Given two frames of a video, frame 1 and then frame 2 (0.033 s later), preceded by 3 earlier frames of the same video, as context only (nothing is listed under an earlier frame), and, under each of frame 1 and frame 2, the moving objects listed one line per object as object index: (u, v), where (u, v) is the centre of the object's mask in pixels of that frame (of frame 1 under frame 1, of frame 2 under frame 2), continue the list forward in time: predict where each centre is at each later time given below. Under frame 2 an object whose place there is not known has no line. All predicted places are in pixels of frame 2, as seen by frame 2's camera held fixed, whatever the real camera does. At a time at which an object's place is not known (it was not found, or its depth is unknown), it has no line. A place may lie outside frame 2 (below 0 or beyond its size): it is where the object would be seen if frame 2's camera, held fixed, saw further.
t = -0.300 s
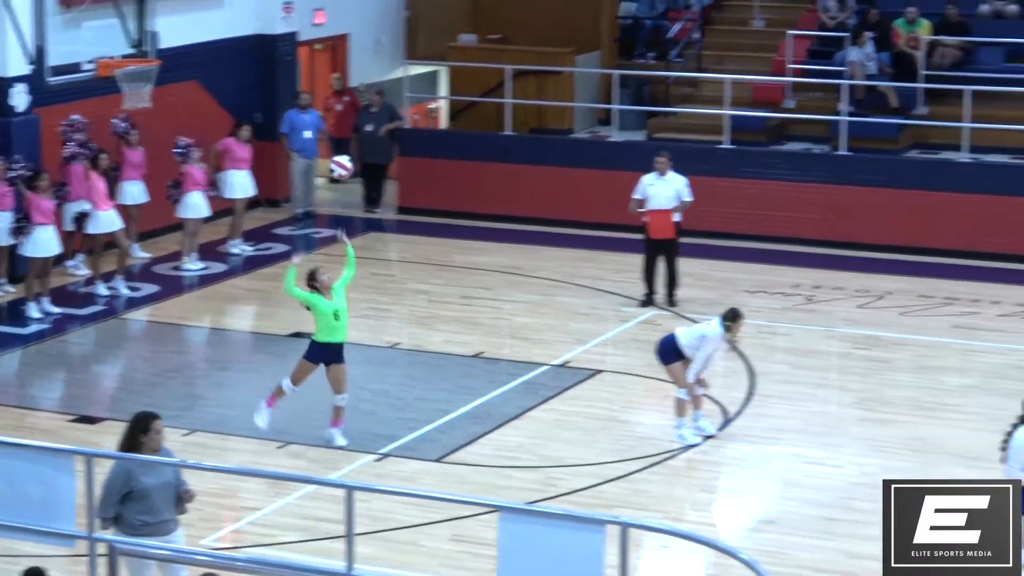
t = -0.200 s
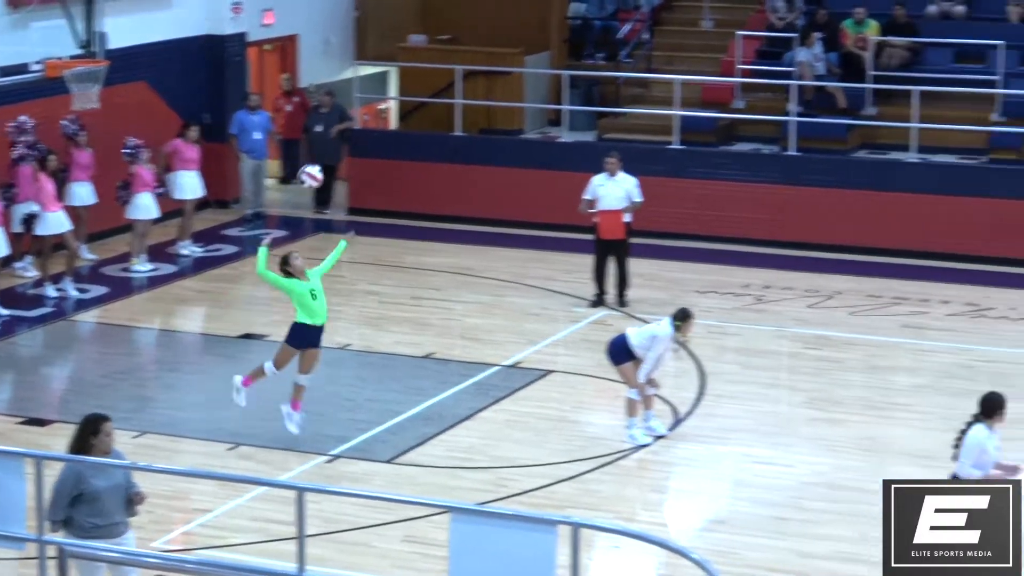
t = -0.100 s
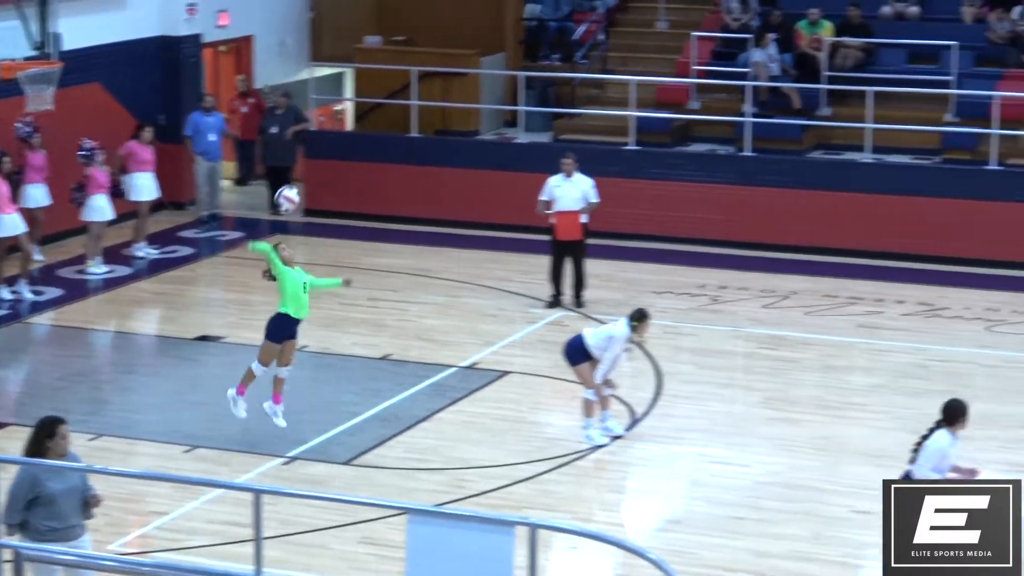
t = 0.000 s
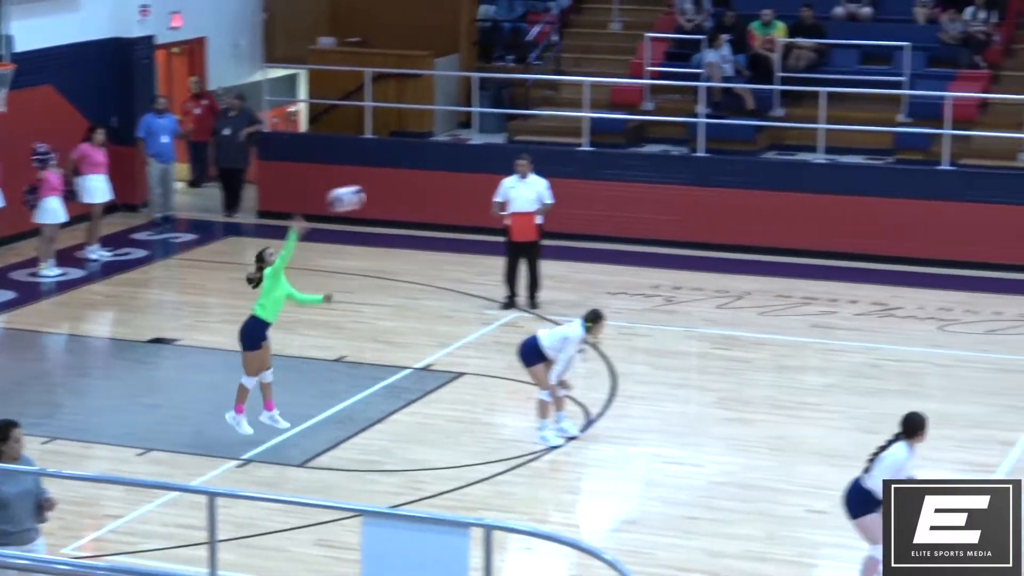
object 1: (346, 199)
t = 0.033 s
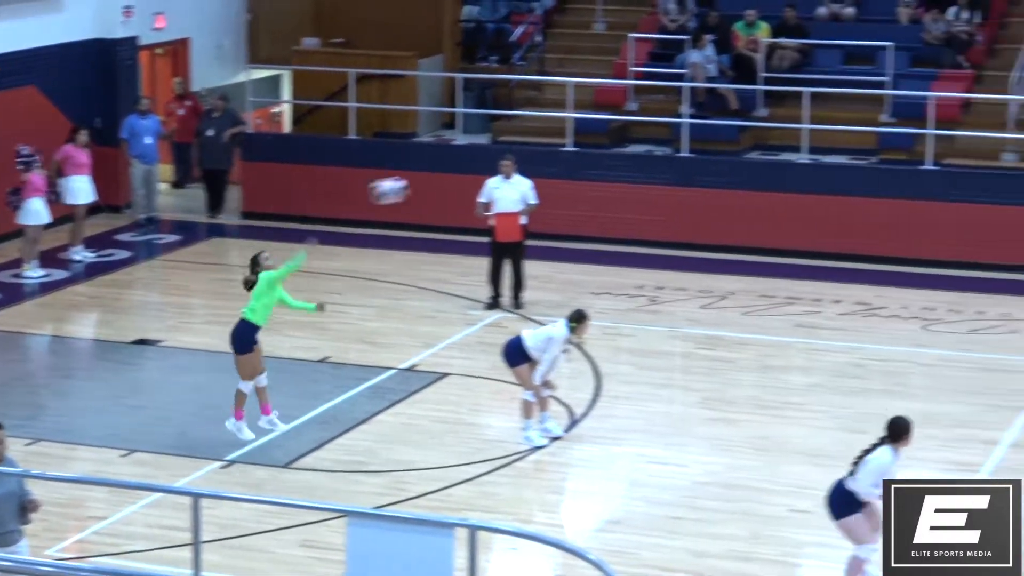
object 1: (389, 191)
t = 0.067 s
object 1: (446, 183)
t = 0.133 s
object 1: (562, 170)
